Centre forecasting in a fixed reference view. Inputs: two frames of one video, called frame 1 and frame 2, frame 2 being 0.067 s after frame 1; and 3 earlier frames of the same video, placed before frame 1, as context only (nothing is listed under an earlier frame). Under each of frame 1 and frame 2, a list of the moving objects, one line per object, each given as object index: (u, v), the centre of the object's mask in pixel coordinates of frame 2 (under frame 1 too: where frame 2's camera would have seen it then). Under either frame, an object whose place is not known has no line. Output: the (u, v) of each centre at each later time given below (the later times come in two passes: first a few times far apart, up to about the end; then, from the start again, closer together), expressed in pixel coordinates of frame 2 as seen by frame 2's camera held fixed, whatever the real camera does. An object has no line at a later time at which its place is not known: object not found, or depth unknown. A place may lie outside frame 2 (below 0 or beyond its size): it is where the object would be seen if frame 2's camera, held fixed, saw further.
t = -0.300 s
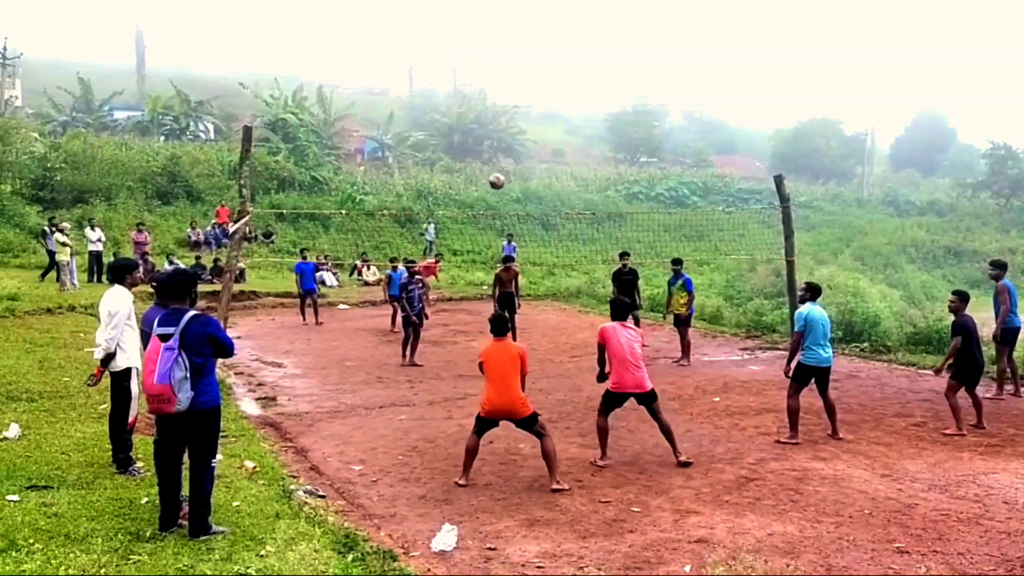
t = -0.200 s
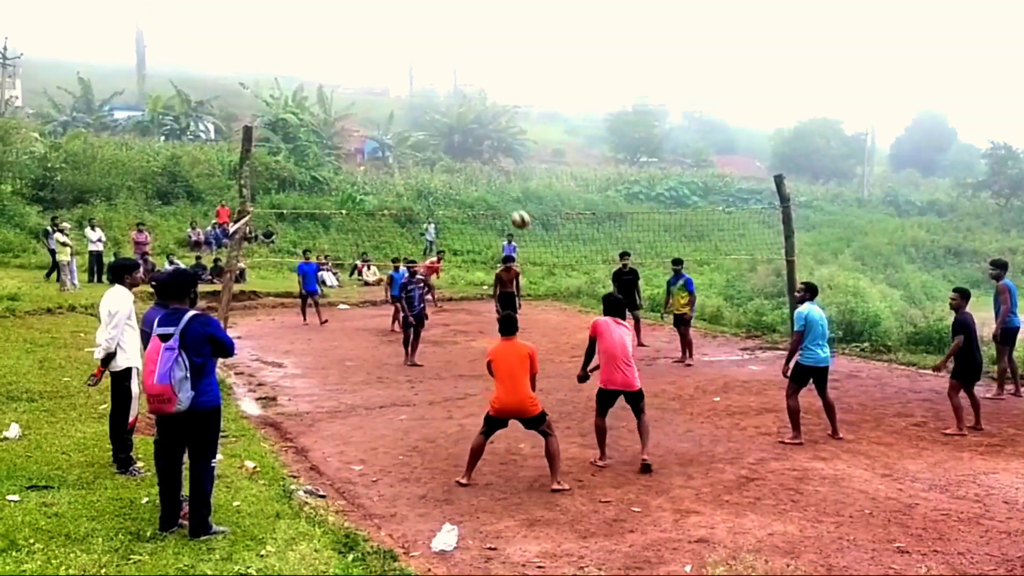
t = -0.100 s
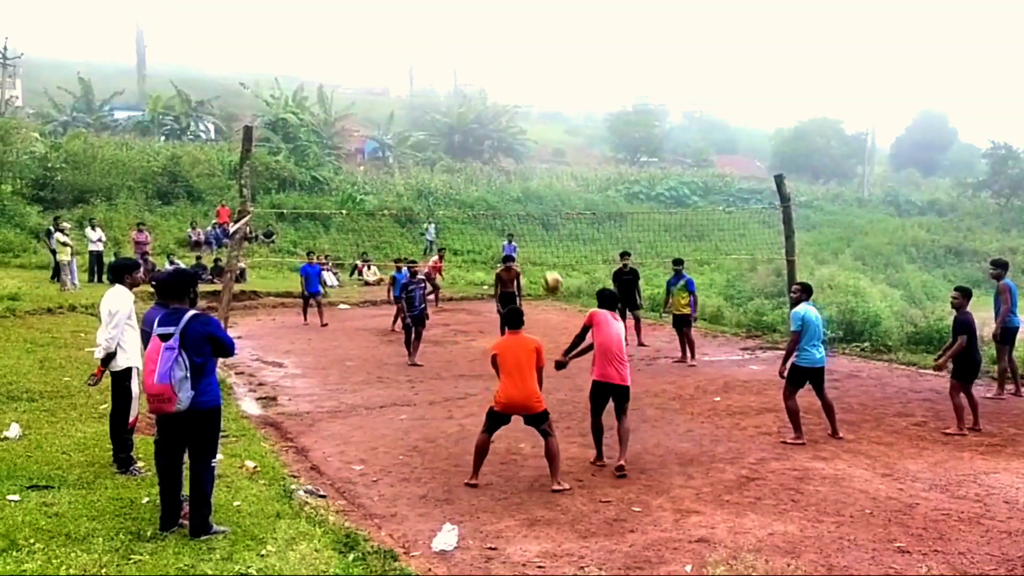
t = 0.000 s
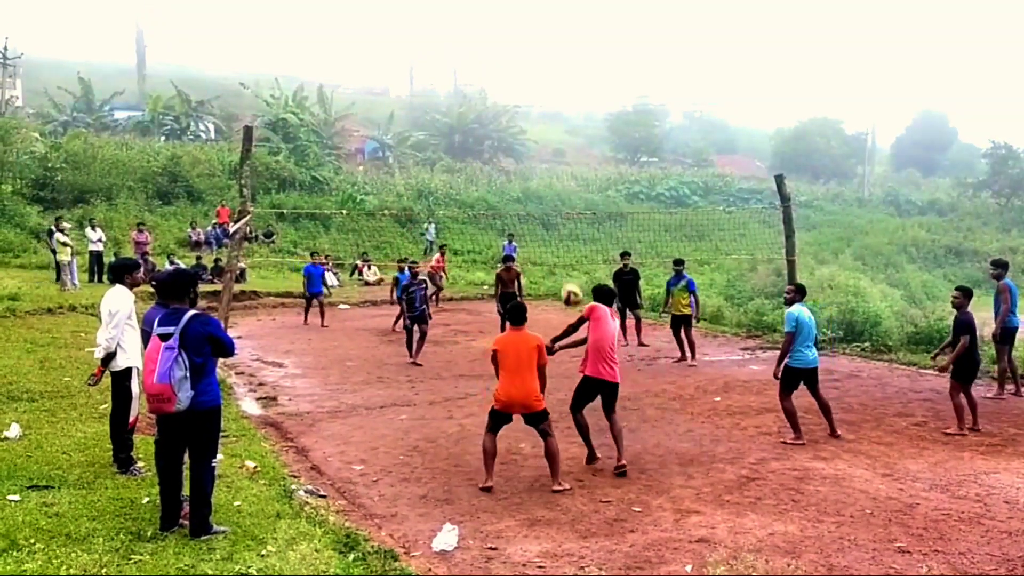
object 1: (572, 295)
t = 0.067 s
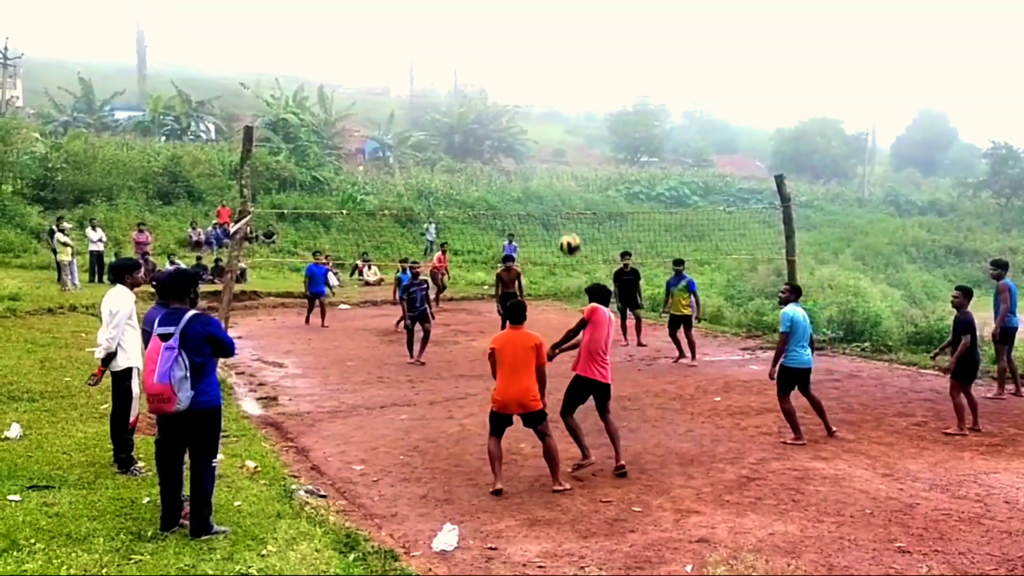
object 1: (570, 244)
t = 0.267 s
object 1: (566, 130)
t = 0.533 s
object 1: (564, 50)
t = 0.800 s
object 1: (565, 38)
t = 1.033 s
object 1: (567, 72)
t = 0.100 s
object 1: (569, 221)
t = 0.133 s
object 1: (568, 200)
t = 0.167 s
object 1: (567, 181)
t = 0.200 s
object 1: (567, 163)
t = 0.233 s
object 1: (565, 146)
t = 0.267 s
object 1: (566, 130)
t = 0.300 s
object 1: (565, 116)
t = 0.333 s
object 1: (565, 103)
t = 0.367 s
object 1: (565, 91)
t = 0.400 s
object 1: (565, 80)
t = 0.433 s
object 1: (564, 71)
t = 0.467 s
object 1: (564, 63)
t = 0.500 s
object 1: (564, 56)
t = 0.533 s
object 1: (564, 50)
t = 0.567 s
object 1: (564, 45)
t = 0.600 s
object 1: (564, 41)
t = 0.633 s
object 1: (564, 39)
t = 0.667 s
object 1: (564, 36)
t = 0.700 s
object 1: (565, 35)
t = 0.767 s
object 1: (565, 36)
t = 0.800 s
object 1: (565, 38)
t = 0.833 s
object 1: (565, 41)
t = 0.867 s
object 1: (566, 44)
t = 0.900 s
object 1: (566, 48)
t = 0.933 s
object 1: (566, 53)
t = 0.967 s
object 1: (566, 58)
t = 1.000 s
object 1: (567, 65)
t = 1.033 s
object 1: (567, 72)
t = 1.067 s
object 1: (567, 80)
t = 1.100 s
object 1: (567, 88)
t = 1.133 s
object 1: (568, 97)
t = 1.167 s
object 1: (568, 107)
